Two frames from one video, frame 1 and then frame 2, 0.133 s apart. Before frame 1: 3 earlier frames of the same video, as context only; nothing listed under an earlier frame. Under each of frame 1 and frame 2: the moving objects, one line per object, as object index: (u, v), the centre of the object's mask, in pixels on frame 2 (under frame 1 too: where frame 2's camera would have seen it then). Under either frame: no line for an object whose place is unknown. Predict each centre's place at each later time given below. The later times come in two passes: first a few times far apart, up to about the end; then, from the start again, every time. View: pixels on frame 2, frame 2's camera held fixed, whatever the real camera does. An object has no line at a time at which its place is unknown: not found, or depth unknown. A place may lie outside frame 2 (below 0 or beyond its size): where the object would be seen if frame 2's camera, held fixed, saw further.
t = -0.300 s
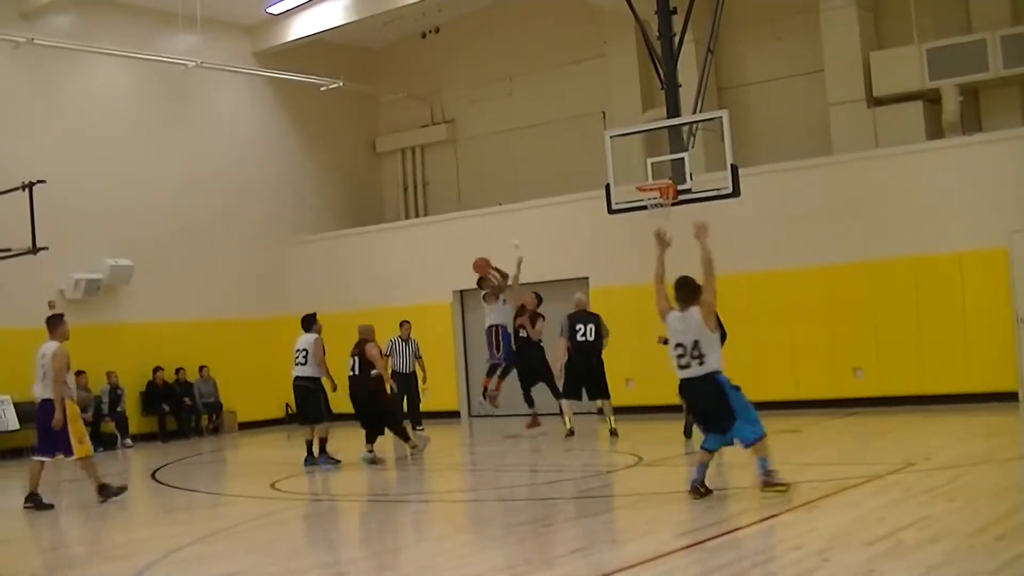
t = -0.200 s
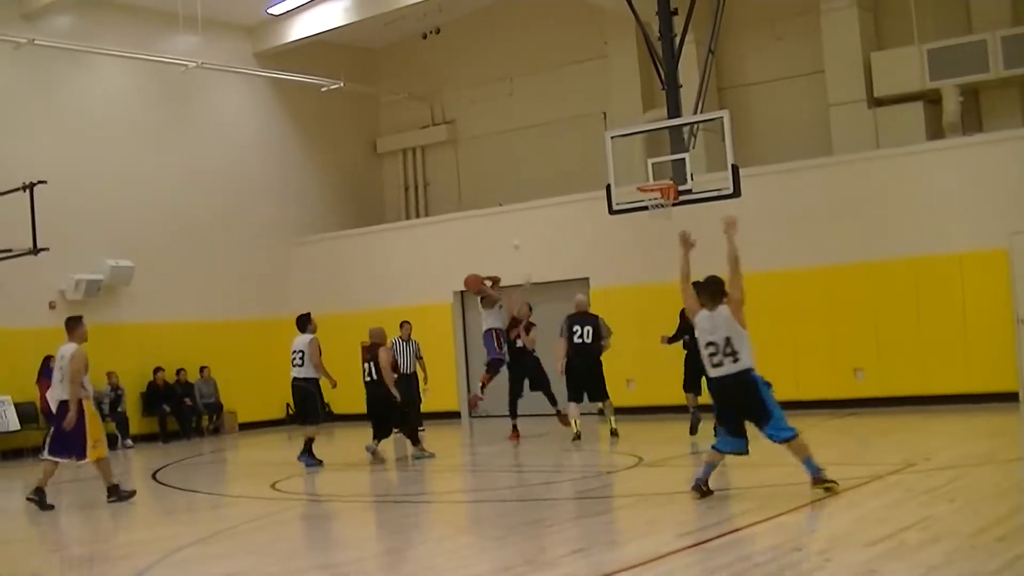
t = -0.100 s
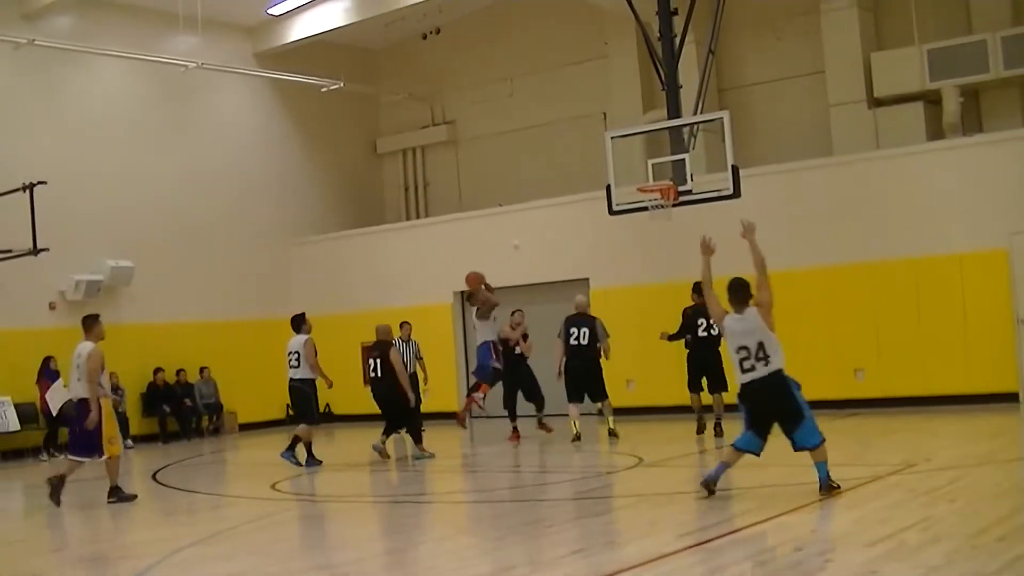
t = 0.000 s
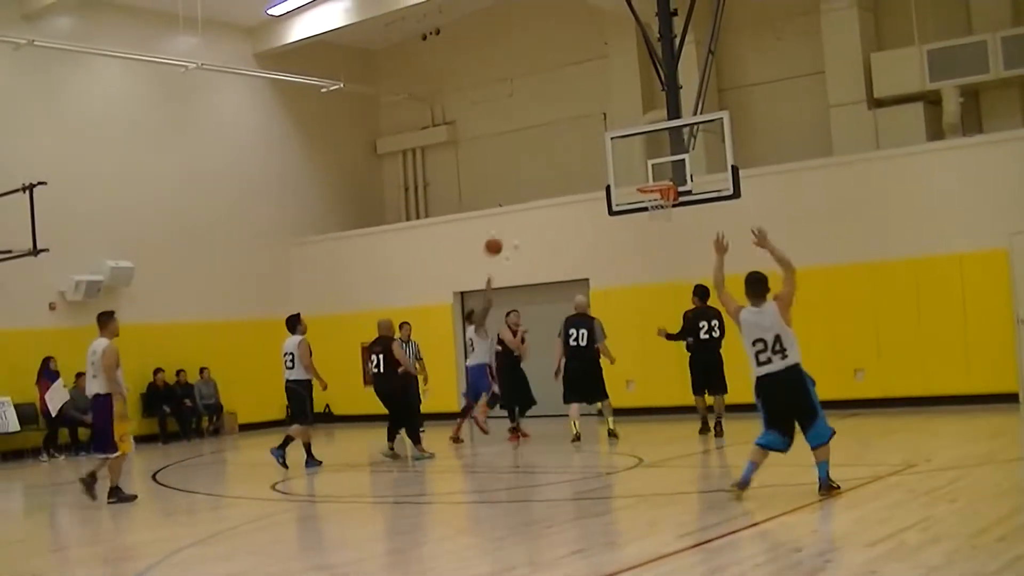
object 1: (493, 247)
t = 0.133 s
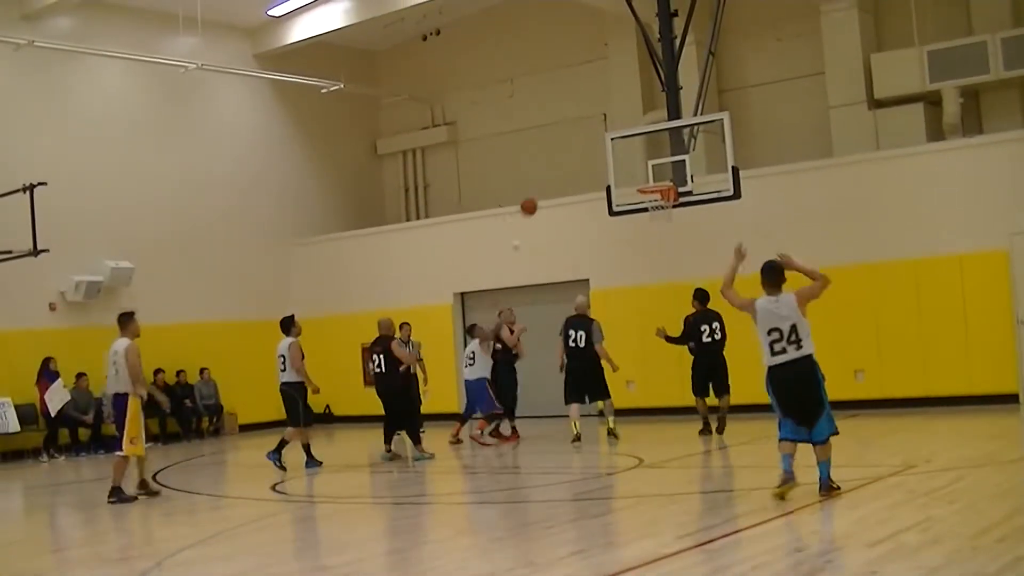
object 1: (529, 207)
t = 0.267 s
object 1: (564, 180)
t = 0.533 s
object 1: (620, 168)
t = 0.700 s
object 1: (626, 191)
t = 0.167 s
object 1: (538, 199)
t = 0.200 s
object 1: (546, 192)
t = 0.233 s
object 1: (555, 185)
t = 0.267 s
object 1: (564, 180)
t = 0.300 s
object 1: (573, 176)
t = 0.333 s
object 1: (582, 172)
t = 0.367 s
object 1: (591, 169)
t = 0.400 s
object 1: (600, 167)
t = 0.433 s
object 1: (609, 166)
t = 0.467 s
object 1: (618, 165)
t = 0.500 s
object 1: (619, 166)
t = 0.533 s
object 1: (620, 168)
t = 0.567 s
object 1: (621, 171)
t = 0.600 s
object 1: (622, 175)
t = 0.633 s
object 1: (624, 179)
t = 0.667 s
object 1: (625, 185)
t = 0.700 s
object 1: (626, 191)
